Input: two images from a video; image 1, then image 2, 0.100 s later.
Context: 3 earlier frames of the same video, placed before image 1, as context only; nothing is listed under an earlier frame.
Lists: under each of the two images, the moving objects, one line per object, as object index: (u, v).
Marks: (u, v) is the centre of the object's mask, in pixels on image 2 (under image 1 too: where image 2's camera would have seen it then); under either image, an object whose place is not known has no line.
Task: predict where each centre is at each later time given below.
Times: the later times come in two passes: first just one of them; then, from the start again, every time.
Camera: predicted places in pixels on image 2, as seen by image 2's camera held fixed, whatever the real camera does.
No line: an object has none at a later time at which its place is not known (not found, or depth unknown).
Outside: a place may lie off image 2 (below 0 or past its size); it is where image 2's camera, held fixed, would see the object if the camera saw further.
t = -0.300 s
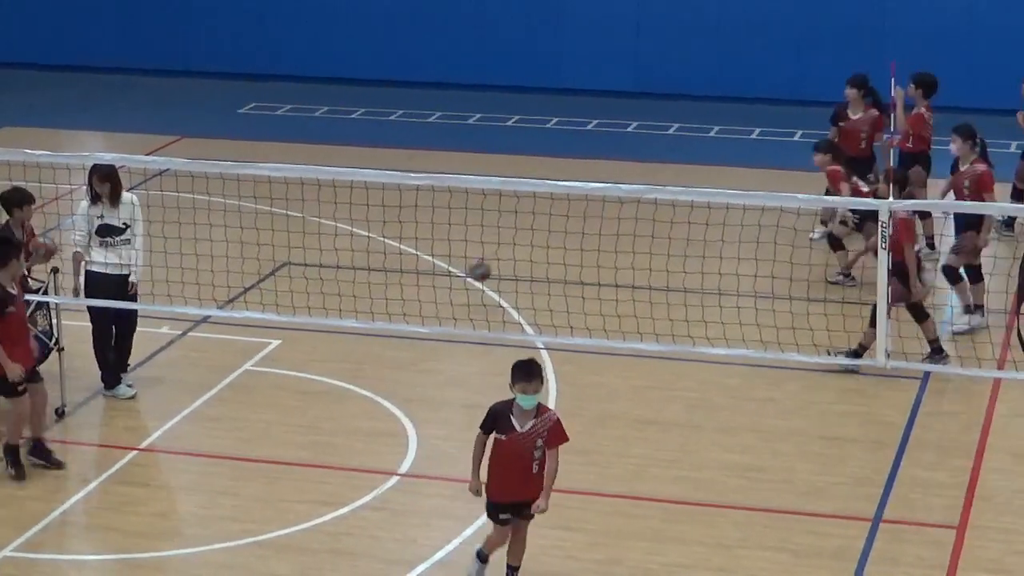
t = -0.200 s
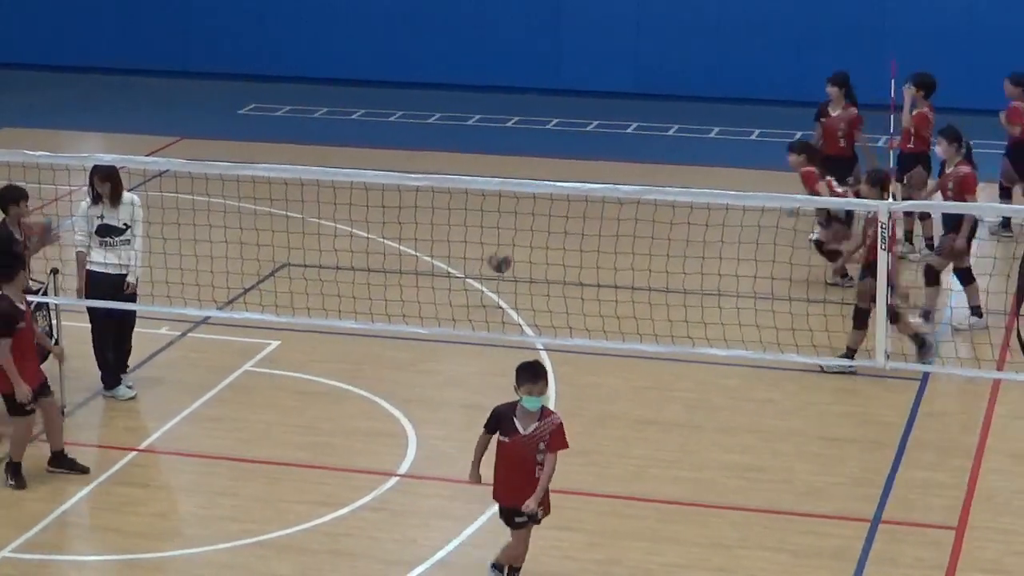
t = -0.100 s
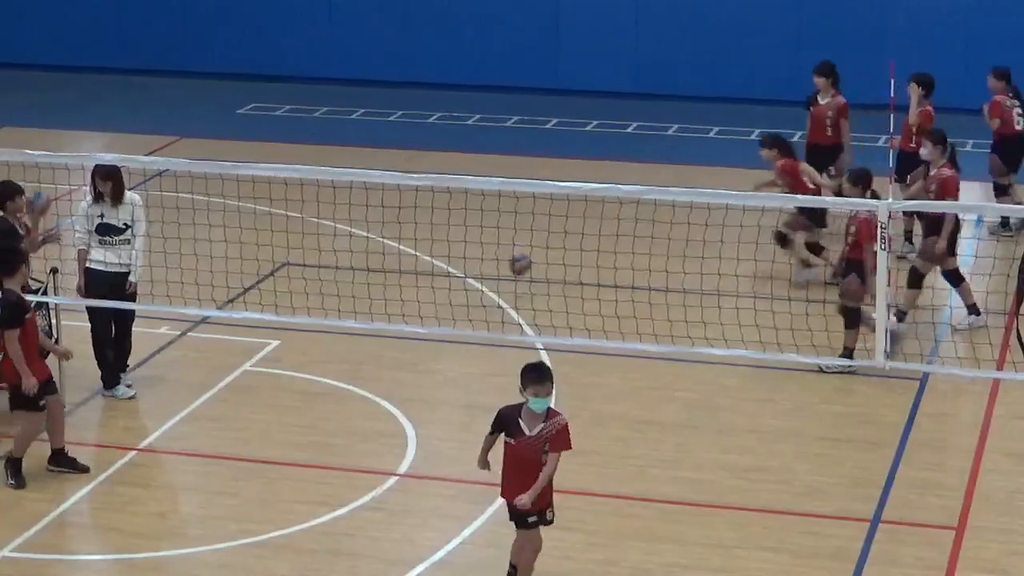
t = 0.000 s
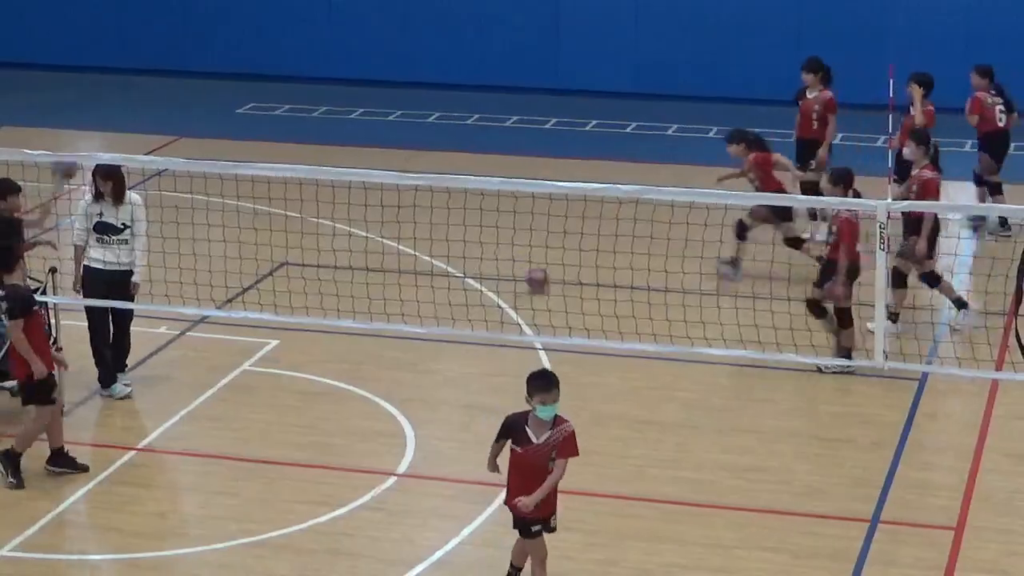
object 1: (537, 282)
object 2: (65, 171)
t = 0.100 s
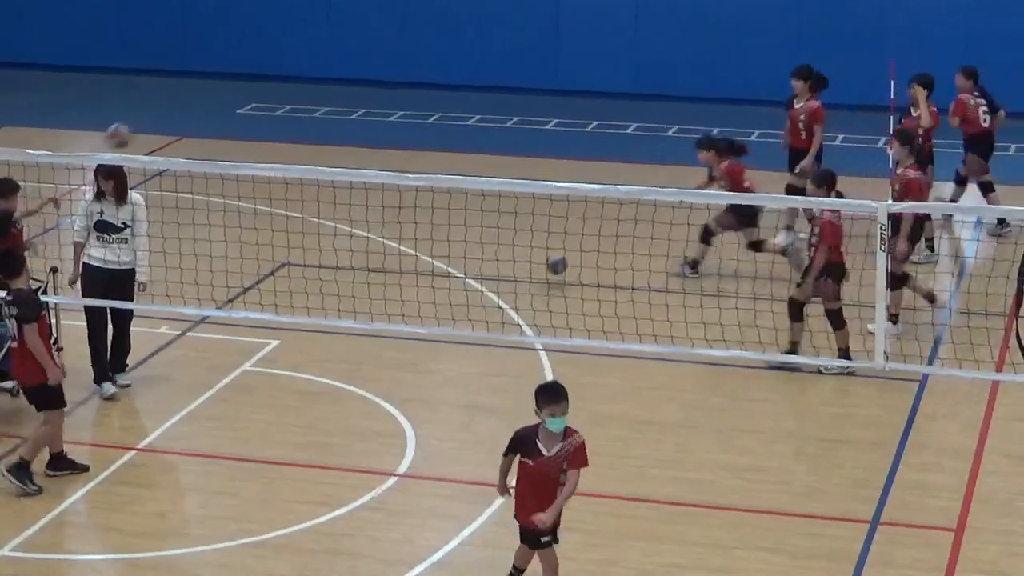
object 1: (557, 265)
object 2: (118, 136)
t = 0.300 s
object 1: (591, 251)
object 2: (221, 116)
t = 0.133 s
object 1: (562, 259)
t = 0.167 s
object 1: (568, 254)
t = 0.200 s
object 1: (574, 252)
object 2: (172, 117)
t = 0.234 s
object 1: (579, 251)
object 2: (188, 115)
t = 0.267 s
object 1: (585, 250)
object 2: (205, 115)
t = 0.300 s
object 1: (591, 251)
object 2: (221, 116)
